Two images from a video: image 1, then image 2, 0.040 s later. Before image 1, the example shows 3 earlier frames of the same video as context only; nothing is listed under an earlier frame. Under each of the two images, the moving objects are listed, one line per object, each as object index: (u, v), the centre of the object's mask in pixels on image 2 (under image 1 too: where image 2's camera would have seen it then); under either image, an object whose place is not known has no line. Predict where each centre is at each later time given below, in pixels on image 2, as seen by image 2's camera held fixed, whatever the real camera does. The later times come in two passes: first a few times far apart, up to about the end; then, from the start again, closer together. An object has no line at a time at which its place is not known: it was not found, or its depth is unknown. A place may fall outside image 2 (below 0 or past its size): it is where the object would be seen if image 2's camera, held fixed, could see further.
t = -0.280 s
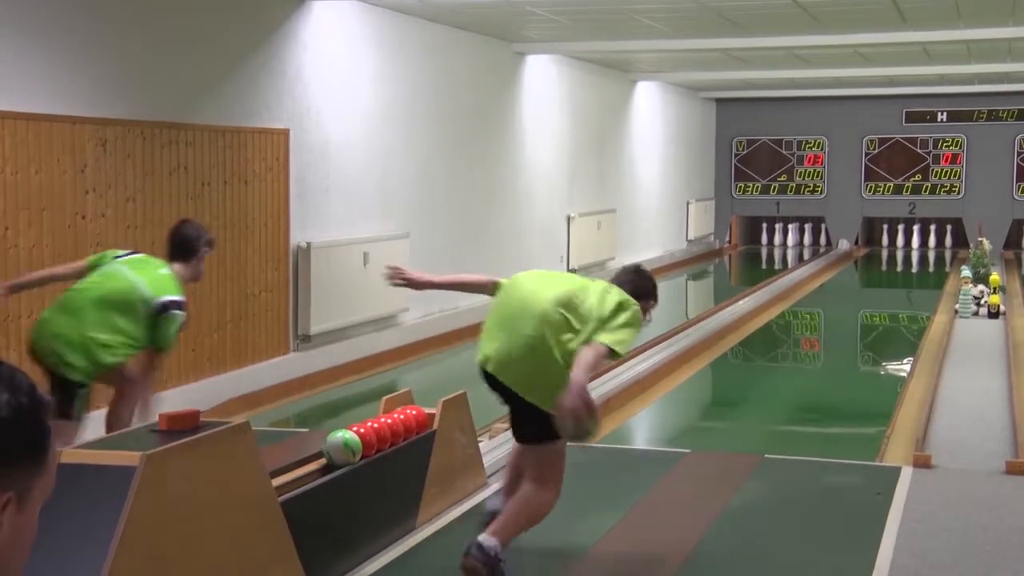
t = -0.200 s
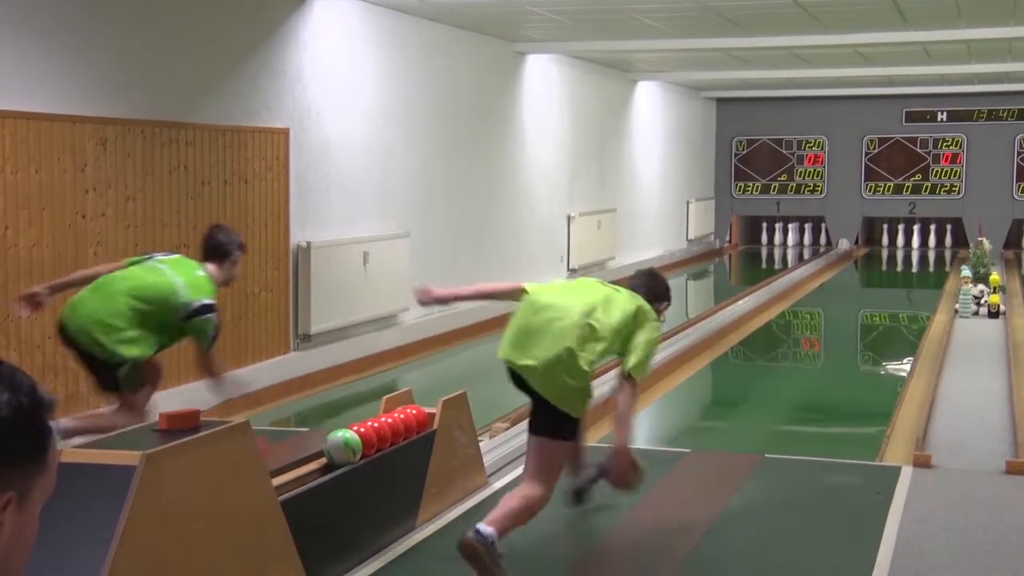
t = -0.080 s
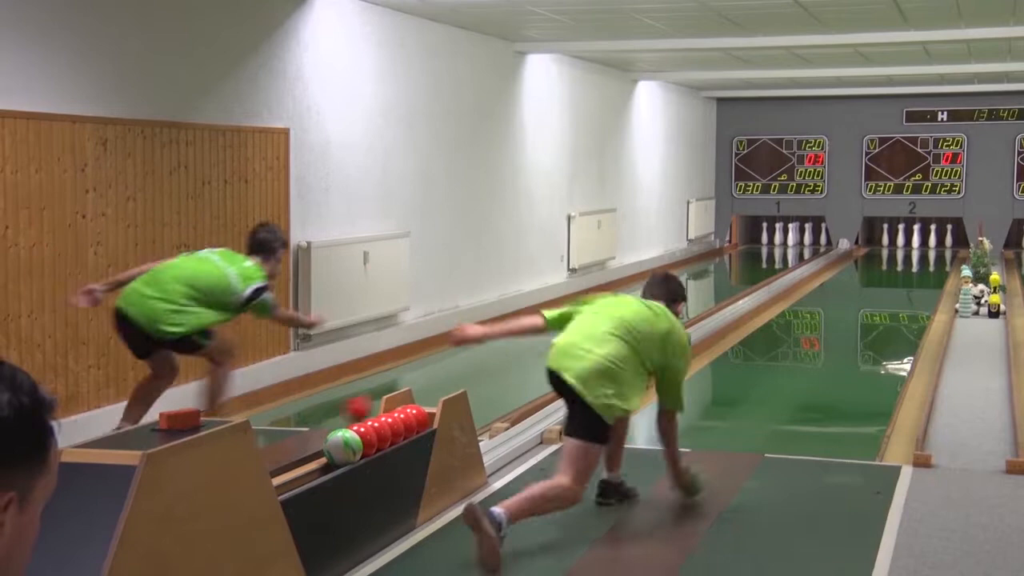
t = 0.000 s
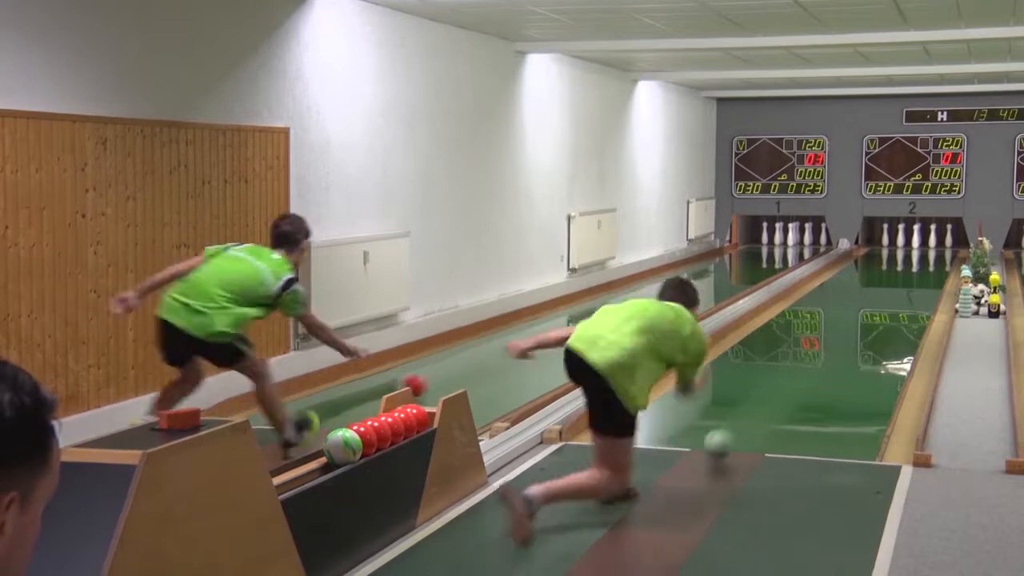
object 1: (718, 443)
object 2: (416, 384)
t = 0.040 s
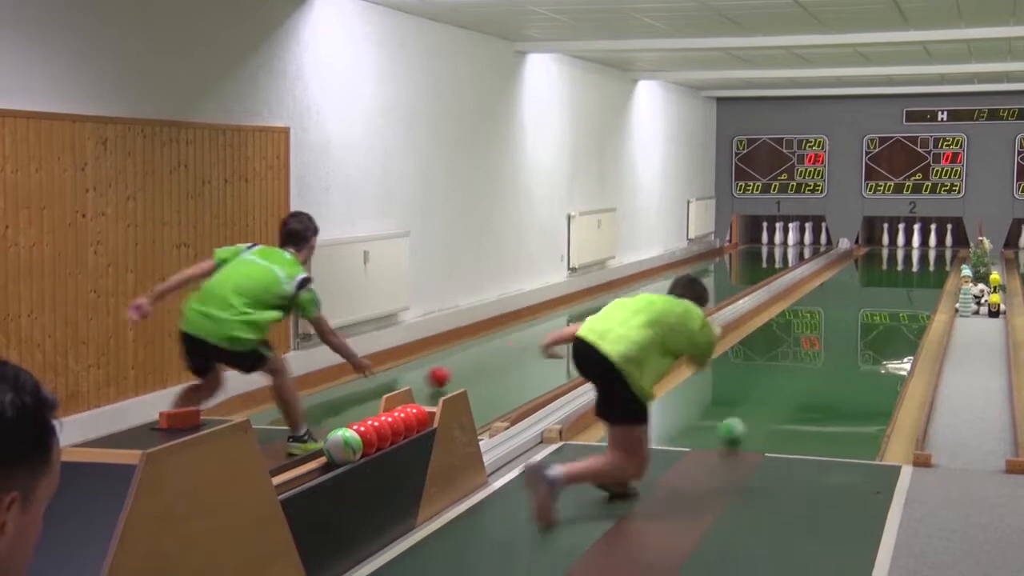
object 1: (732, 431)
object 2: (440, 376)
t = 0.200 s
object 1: (772, 388)
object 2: (518, 348)
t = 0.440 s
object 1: (817, 341)
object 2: (601, 316)
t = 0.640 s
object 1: (835, 319)
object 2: (650, 297)
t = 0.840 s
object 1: (852, 301)
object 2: (687, 283)
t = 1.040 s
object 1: (865, 286)
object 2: (714, 272)
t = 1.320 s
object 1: (879, 272)
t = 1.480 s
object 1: (886, 264)
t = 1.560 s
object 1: (889, 261)
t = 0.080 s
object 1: (745, 417)
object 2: (464, 368)
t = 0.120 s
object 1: (754, 406)
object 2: (483, 361)
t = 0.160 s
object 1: (764, 399)
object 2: (501, 354)
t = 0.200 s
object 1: (772, 388)
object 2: (518, 348)
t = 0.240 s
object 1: (780, 379)
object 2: (535, 341)
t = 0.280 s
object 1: (788, 371)
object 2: (550, 335)
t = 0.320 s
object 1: (794, 364)
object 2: (563, 330)
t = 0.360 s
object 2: (577, 325)
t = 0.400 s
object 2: (589, 321)
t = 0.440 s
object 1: (817, 341)
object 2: (601, 316)
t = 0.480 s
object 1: (820, 336)
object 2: (612, 312)
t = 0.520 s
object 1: (824, 333)
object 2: (622, 308)
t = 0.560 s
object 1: (827, 328)
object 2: (632, 304)
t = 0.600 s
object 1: (831, 324)
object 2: (641, 301)
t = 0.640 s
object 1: (835, 319)
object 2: (650, 297)
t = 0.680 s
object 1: (839, 315)
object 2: (658, 294)
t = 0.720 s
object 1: (842, 311)
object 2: (666, 292)
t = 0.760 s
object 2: (673, 289)
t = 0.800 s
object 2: (680, 286)
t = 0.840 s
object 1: (852, 301)
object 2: (687, 283)
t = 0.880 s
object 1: (855, 298)
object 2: (693, 281)
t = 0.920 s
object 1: (858, 295)
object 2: (699, 278)
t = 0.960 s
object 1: (861, 291)
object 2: (705, 276)
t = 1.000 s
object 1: (863, 289)
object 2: (710, 275)
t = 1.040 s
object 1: (865, 286)
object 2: (714, 272)
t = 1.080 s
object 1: (867, 284)
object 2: (719, 269)
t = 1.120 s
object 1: (870, 282)
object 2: (719, 266)
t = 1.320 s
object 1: (879, 272)
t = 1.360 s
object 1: (881, 270)
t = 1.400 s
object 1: (883, 268)
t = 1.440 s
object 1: (885, 266)
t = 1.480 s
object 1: (886, 264)
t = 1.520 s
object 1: (888, 263)
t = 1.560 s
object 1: (889, 261)
